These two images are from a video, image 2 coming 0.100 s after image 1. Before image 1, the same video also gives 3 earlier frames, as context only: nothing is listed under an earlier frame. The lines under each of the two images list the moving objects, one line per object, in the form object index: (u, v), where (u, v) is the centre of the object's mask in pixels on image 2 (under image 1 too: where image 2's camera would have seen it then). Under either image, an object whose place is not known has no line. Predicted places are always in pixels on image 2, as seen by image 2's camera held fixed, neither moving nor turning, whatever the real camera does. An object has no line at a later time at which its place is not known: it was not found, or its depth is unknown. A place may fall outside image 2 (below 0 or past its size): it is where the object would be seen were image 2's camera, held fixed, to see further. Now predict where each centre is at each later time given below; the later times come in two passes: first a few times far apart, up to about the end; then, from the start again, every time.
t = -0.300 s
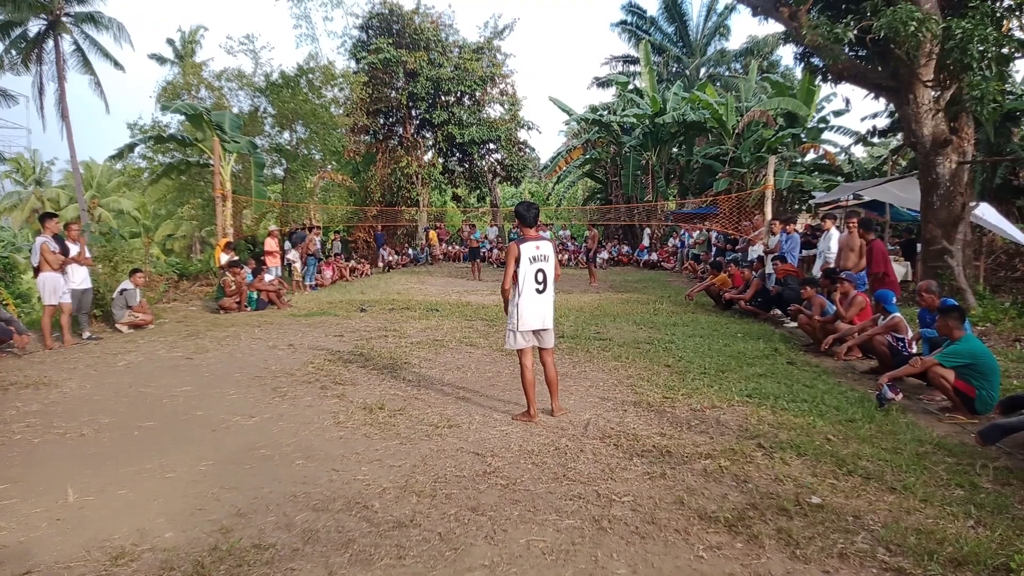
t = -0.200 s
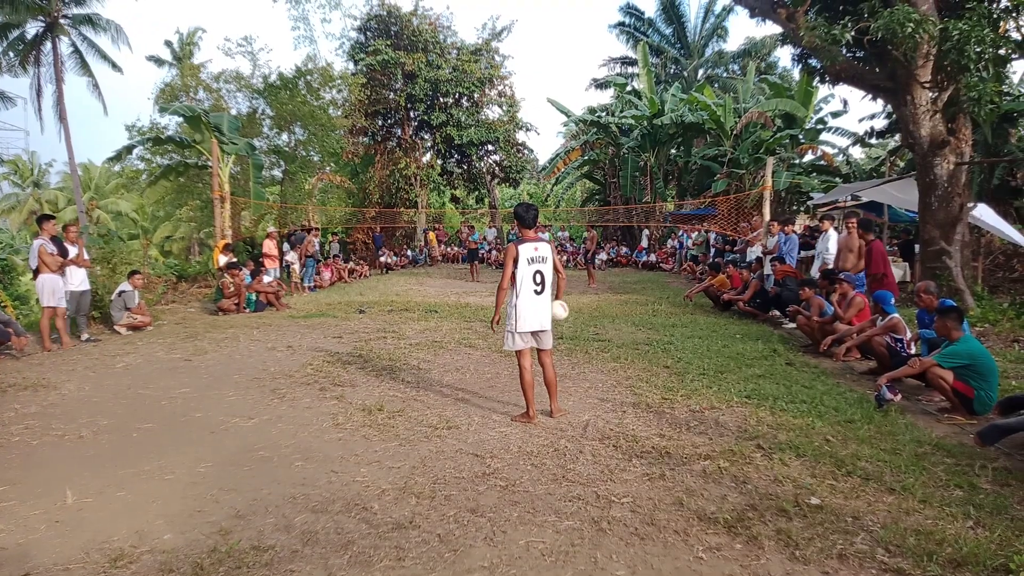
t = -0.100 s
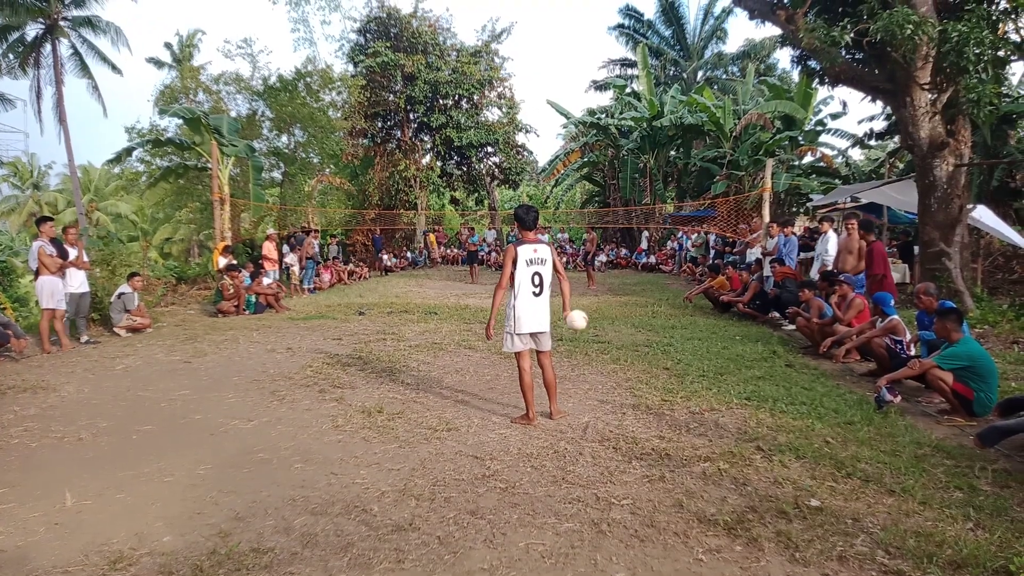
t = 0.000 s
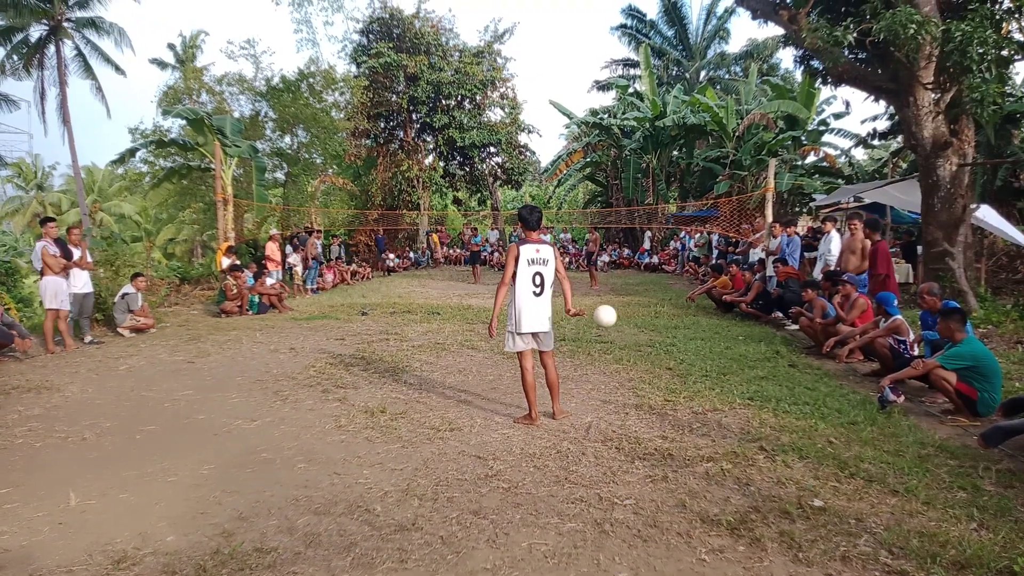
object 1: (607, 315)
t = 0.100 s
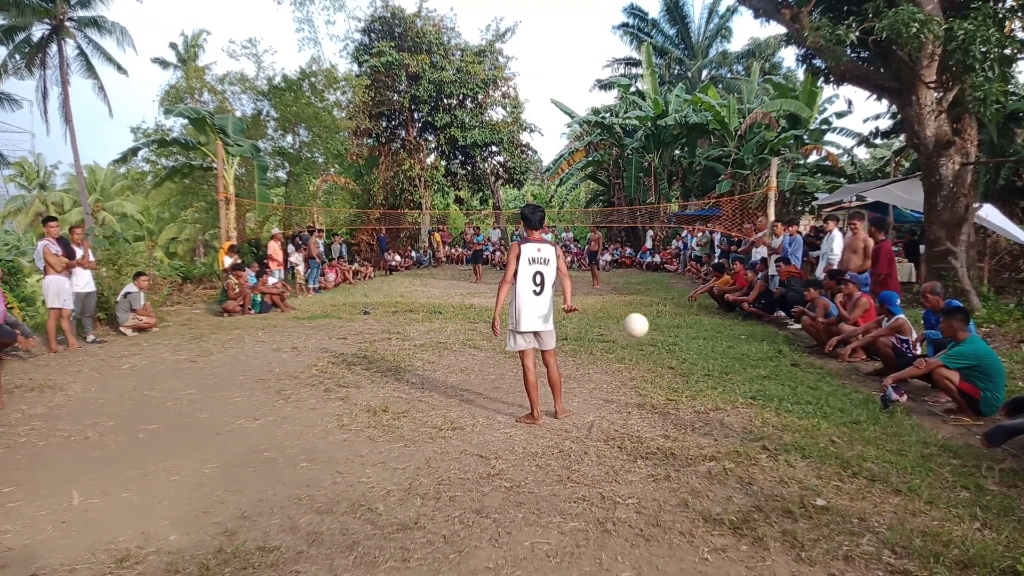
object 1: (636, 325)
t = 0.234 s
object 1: (683, 368)
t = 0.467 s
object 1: (785, 487)
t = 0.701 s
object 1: (888, 430)
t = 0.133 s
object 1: (647, 332)
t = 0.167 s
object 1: (658, 342)
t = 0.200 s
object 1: (669, 354)
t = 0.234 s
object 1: (683, 368)
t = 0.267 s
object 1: (695, 385)
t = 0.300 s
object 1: (709, 406)
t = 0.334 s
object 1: (725, 429)
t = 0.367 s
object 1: (740, 456)
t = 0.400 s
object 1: (757, 489)
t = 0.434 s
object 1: (772, 503)
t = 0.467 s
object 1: (785, 487)
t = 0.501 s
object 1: (798, 473)
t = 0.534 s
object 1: (811, 461)
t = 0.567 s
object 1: (825, 451)
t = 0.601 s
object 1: (840, 442)
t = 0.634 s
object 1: (856, 436)
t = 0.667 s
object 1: (872, 432)
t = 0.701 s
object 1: (888, 430)
